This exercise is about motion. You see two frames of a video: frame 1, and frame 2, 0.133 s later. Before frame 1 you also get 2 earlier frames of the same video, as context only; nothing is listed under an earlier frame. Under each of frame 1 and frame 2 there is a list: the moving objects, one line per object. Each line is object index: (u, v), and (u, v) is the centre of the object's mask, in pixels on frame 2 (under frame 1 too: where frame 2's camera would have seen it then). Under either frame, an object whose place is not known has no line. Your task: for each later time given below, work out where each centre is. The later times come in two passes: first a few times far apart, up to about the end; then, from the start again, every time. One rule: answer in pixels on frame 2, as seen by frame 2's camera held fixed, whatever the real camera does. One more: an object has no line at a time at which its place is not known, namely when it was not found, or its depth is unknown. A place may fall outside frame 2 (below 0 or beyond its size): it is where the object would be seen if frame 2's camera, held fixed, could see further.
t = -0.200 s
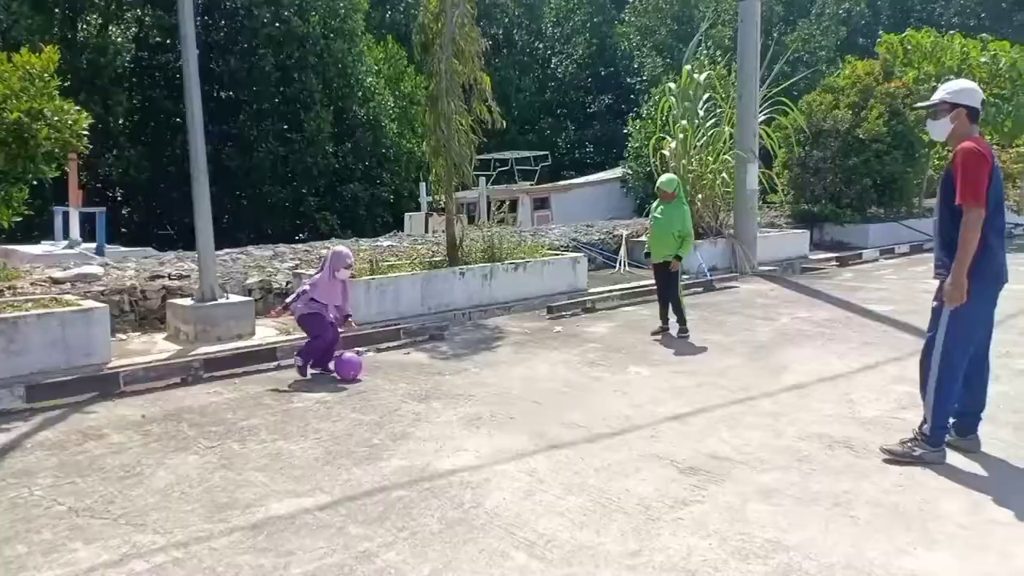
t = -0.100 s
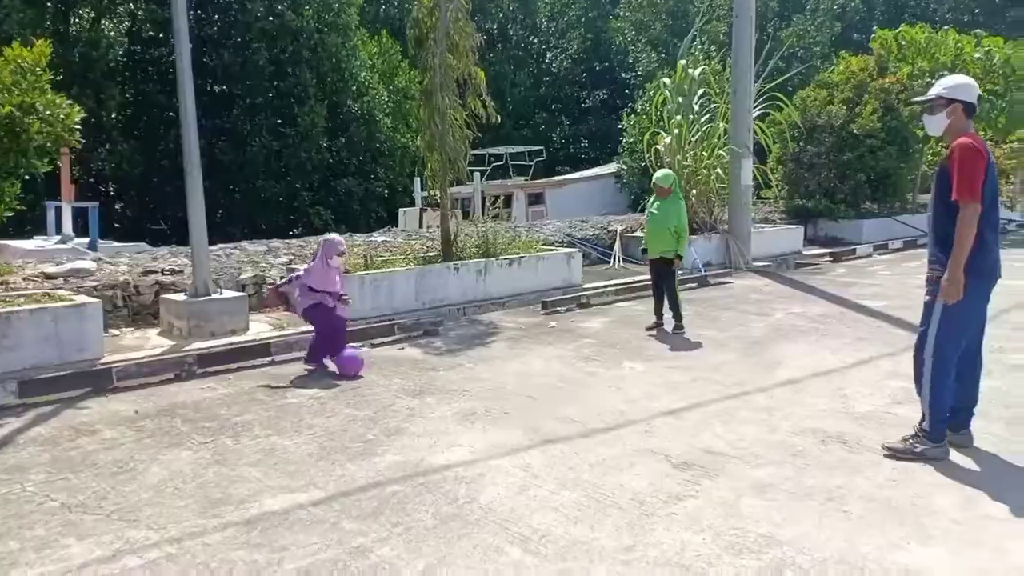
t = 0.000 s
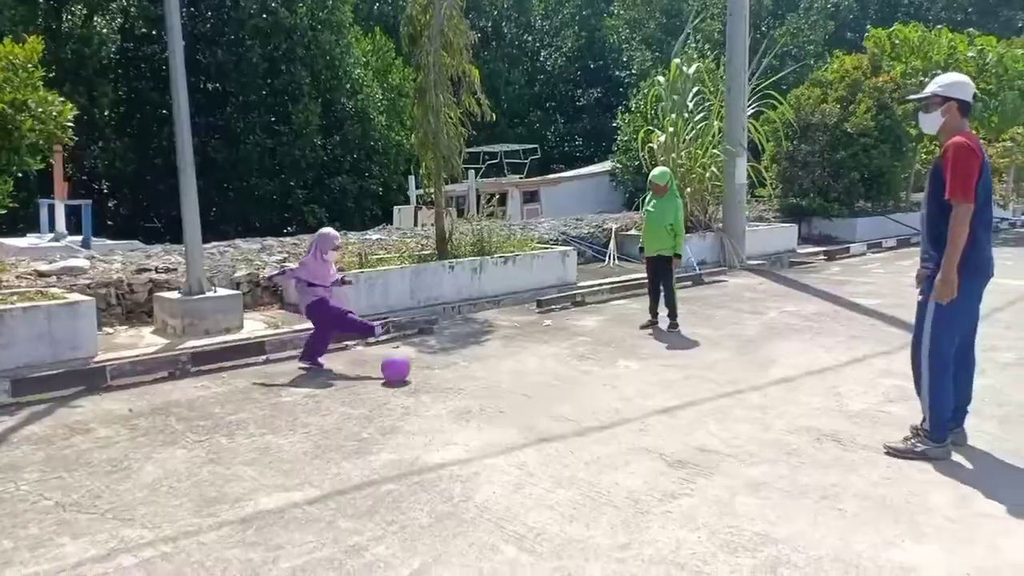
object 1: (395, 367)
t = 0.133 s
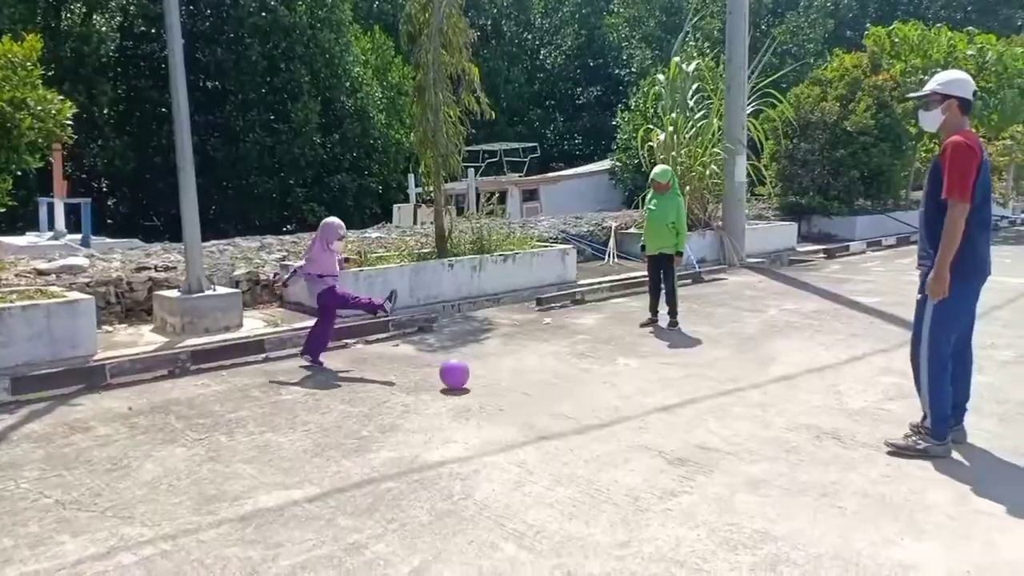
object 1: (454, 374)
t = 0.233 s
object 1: (496, 381)
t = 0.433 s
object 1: (583, 396)
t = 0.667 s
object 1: (693, 411)
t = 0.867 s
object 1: (797, 427)
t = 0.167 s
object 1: (468, 375)
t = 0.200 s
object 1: (482, 378)
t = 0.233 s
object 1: (496, 381)
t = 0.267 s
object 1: (510, 383)
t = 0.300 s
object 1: (525, 384)
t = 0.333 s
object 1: (539, 387)
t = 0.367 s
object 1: (553, 388)
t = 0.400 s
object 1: (568, 391)
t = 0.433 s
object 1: (583, 396)
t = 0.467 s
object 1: (598, 397)
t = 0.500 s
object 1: (614, 397)
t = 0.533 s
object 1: (629, 401)
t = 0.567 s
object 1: (645, 405)
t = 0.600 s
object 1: (660, 406)
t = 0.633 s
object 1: (677, 407)
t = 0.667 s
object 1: (693, 411)
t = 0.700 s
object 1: (710, 414)
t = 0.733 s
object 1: (727, 417)
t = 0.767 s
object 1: (744, 420)
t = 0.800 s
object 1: (761, 420)
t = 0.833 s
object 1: (779, 423)
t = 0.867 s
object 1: (797, 427)
